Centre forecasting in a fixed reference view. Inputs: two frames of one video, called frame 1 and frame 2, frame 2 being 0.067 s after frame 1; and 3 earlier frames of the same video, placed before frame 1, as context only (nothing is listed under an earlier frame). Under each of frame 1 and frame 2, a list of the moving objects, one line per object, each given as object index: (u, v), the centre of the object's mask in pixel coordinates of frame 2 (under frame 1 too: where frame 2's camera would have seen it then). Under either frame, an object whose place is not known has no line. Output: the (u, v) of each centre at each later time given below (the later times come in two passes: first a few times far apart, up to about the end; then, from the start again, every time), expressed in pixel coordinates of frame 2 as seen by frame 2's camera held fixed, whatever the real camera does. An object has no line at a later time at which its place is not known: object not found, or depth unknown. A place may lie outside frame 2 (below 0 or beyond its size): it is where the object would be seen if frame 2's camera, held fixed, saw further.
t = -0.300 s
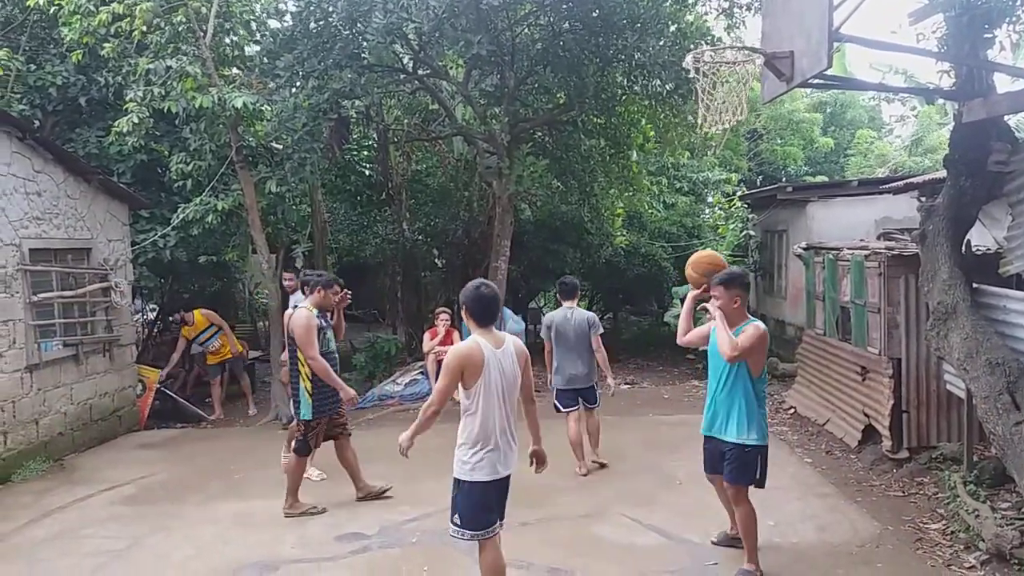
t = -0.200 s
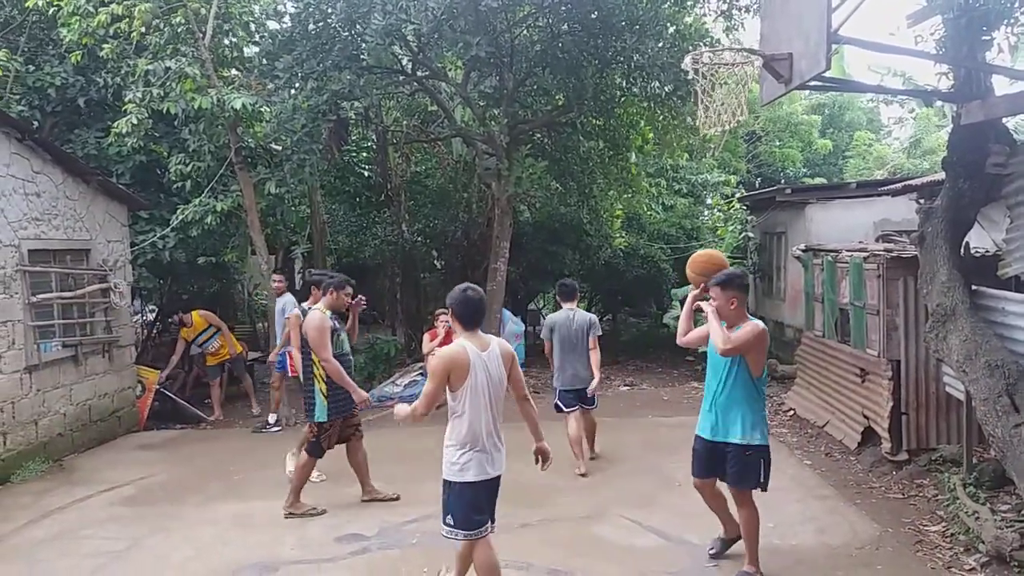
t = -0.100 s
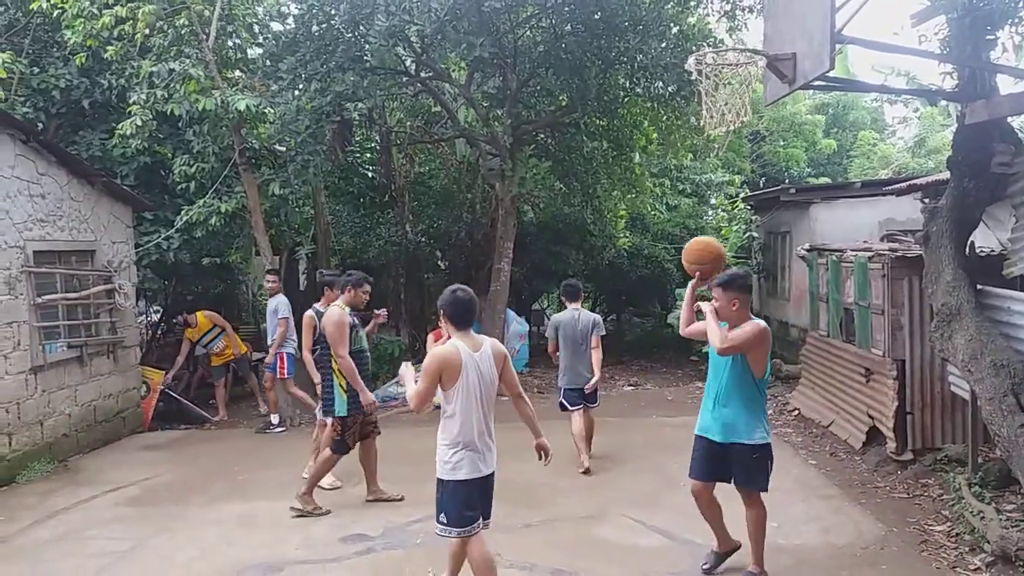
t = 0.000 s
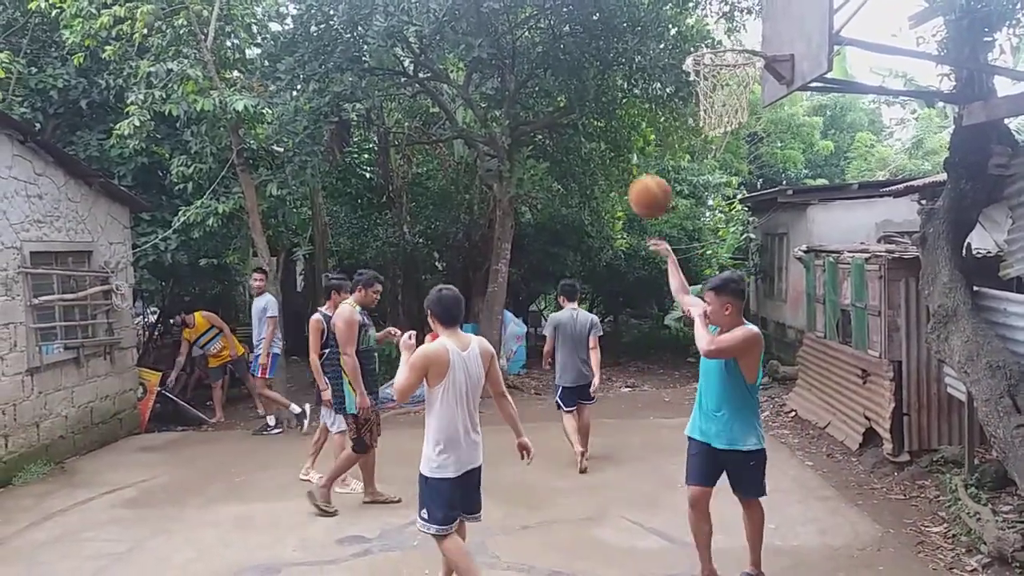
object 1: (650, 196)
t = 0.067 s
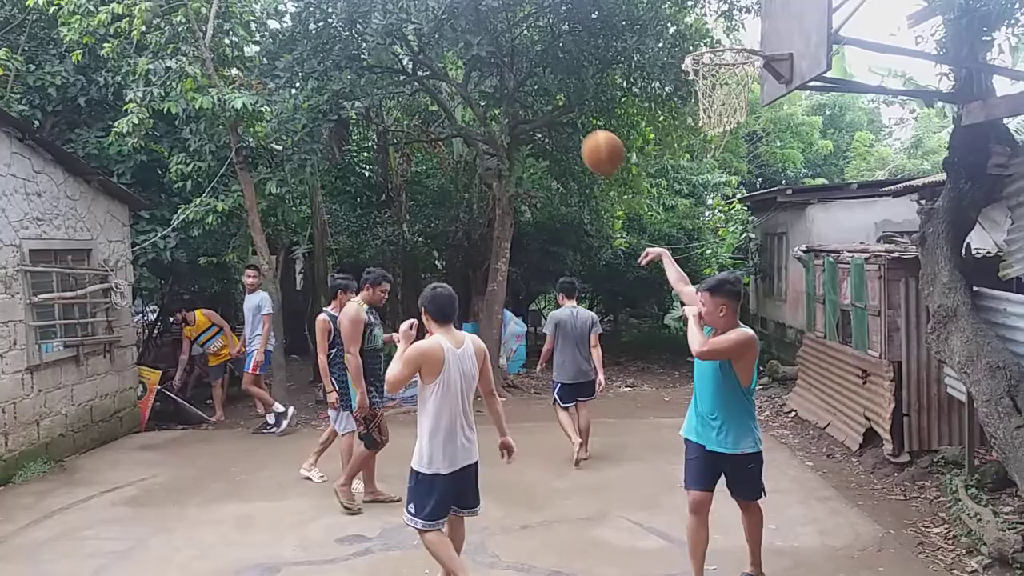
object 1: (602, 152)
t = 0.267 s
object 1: (481, 81)
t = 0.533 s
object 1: (351, 91)
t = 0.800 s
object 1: (251, 186)
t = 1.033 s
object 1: (182, 316)
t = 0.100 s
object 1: (581, 134)
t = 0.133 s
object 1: (560, 120)
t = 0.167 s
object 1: (539, 107)
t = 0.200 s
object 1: (519, 96)
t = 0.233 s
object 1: (500, 88)
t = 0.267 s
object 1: (481, 81)
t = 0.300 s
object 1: (463, 76)
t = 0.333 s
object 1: (446, 73)
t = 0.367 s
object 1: (429, 72)
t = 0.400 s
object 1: (412, 73)
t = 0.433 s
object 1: (396, 75)
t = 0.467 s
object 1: (381, 79)
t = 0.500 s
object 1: (366, 85)
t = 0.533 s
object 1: (351, 91)
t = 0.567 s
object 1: (337, 98)
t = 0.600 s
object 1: (324, 108)
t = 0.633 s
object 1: (312, 118)
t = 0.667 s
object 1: (298, 129)
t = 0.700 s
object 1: (285, 142)
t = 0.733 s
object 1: (274, 155)
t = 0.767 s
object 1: (262, 170)
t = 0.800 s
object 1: (251, 186)
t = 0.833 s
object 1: (240, 202)
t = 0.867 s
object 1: (229, 219)
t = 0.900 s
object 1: (219, 237)
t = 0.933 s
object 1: (209, 255)
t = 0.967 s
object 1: (200, 275)
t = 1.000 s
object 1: (191, 294)
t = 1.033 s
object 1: (182, 316)
